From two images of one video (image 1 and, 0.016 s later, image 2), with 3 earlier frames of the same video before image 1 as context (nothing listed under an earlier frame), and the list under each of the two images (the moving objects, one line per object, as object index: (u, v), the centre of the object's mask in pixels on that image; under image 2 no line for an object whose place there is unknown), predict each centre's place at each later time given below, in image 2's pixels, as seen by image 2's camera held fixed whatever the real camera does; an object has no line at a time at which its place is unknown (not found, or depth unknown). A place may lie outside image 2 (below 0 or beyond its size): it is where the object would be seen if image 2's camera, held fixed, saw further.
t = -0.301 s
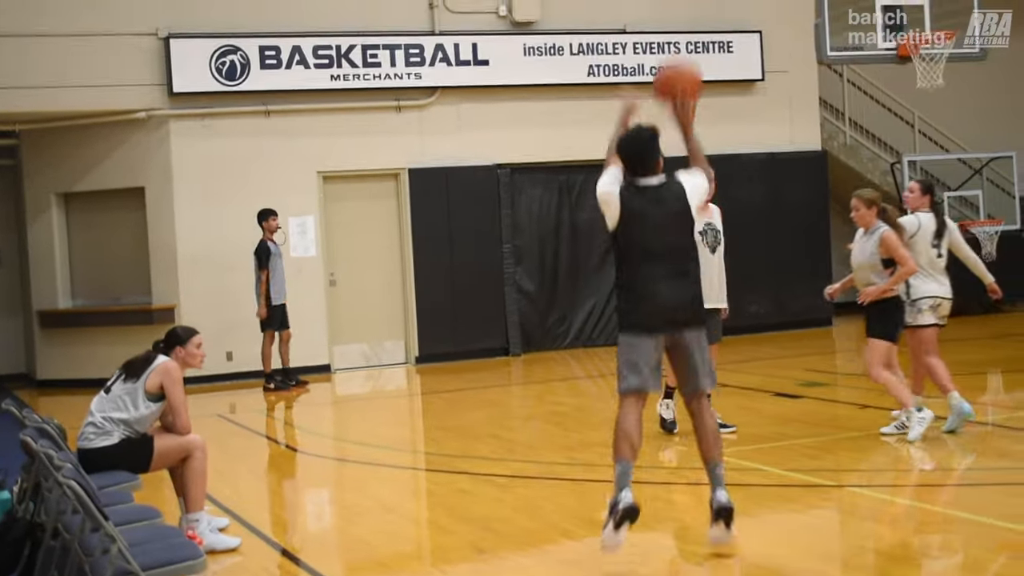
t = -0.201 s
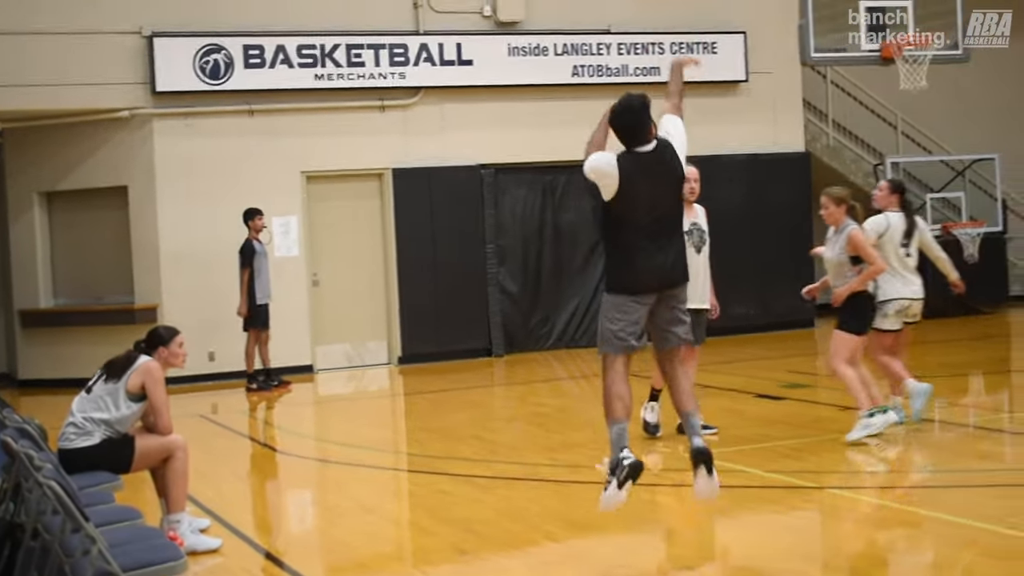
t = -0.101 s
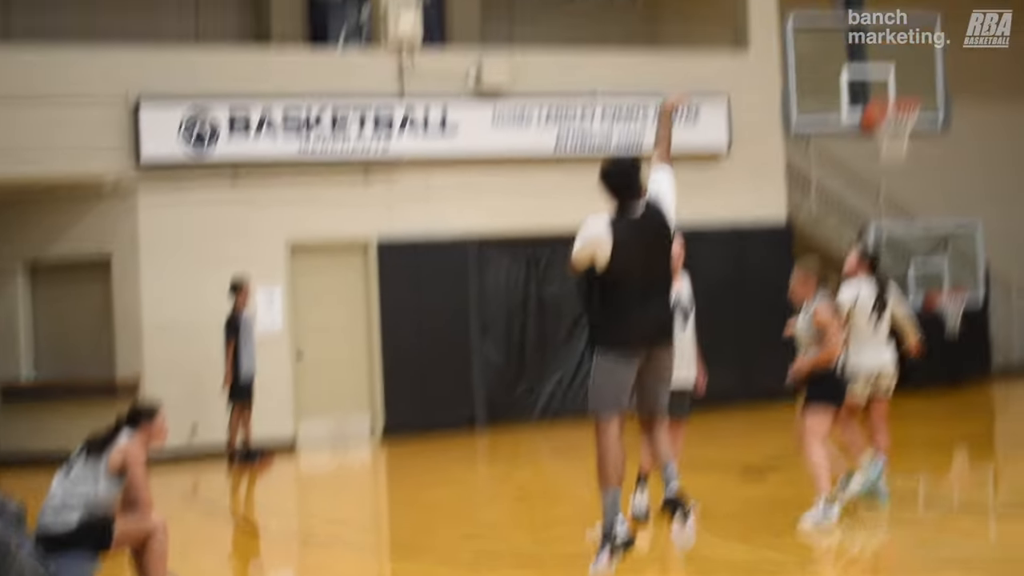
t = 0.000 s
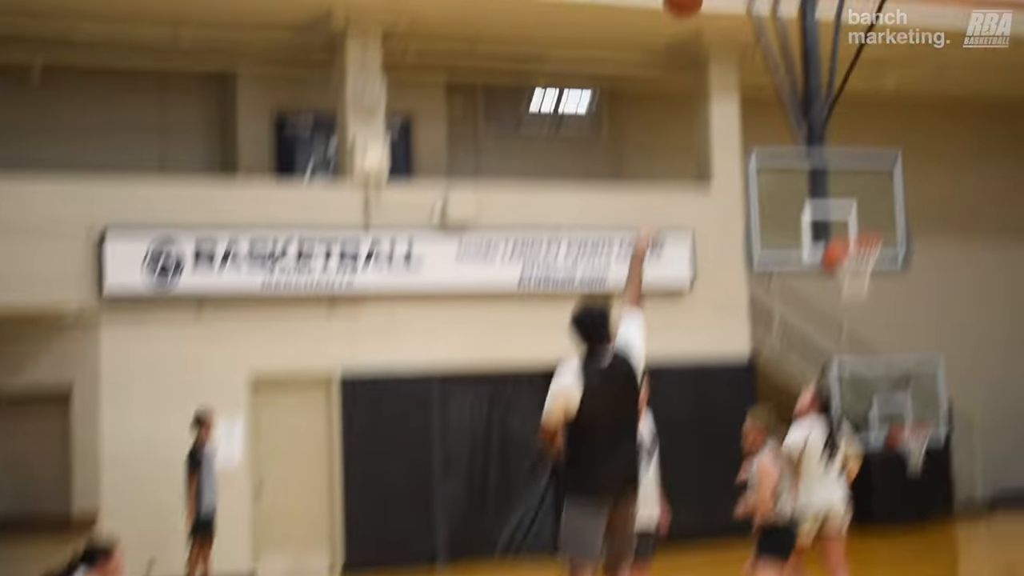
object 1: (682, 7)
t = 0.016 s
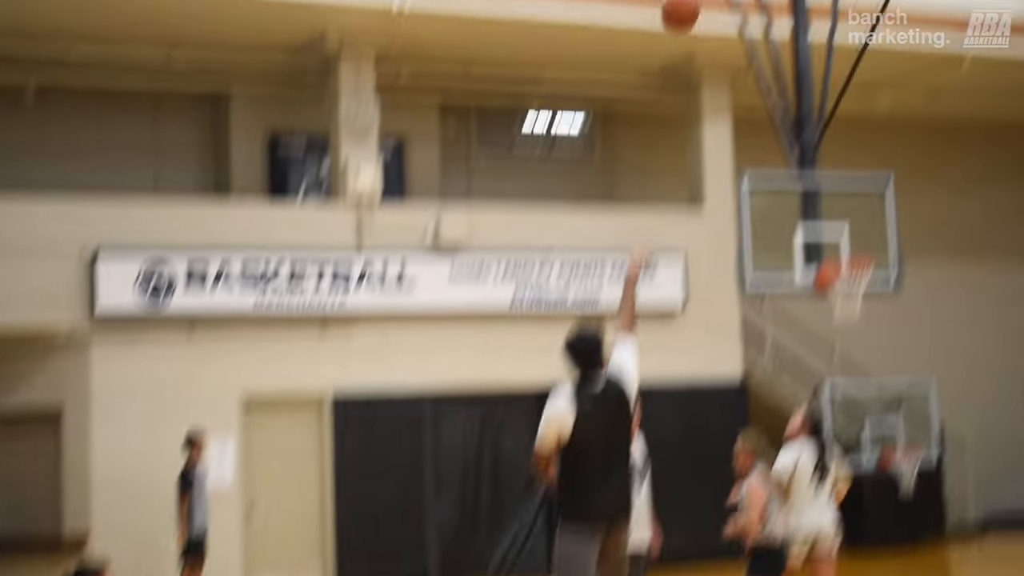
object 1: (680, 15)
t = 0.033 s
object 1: (684, 2)
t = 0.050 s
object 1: (687, -7)
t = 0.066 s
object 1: (690, -13)
